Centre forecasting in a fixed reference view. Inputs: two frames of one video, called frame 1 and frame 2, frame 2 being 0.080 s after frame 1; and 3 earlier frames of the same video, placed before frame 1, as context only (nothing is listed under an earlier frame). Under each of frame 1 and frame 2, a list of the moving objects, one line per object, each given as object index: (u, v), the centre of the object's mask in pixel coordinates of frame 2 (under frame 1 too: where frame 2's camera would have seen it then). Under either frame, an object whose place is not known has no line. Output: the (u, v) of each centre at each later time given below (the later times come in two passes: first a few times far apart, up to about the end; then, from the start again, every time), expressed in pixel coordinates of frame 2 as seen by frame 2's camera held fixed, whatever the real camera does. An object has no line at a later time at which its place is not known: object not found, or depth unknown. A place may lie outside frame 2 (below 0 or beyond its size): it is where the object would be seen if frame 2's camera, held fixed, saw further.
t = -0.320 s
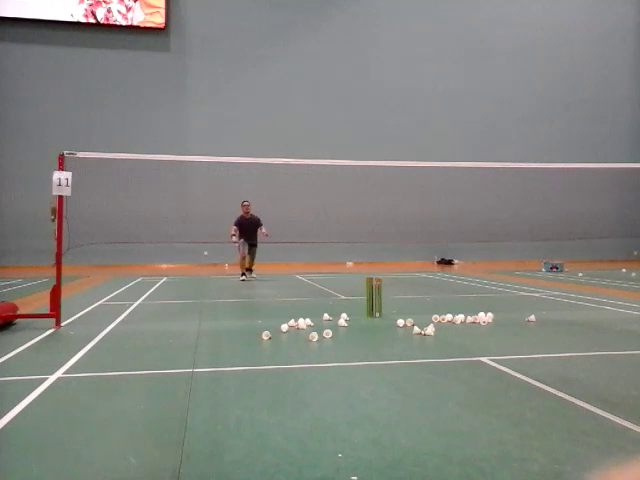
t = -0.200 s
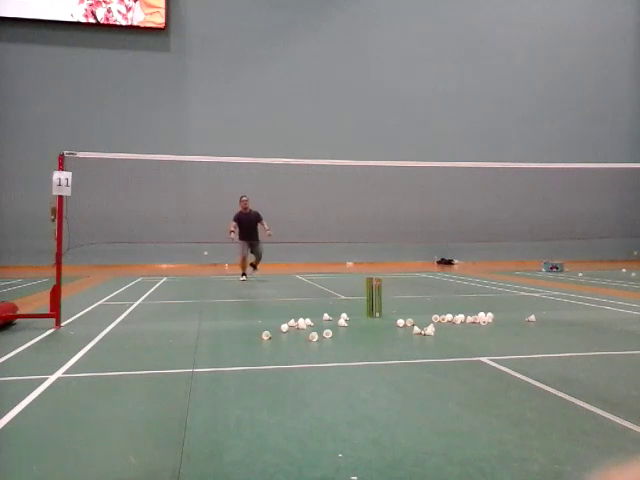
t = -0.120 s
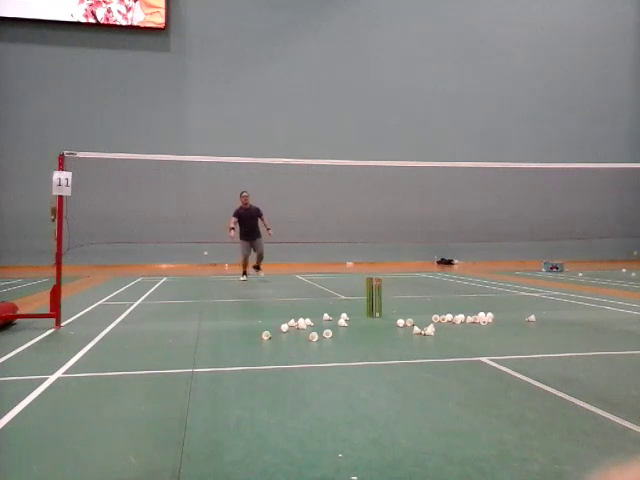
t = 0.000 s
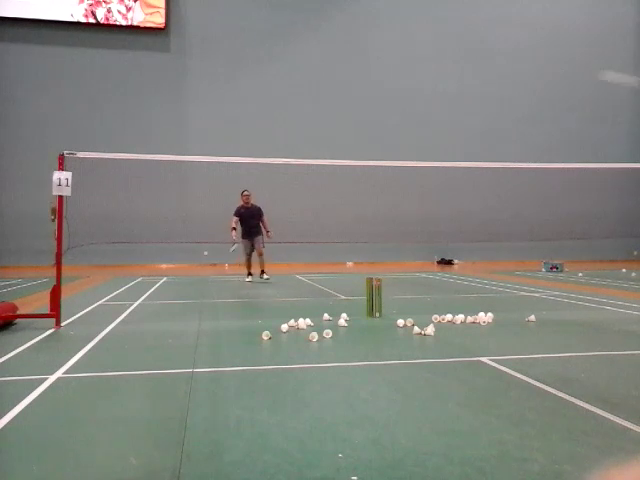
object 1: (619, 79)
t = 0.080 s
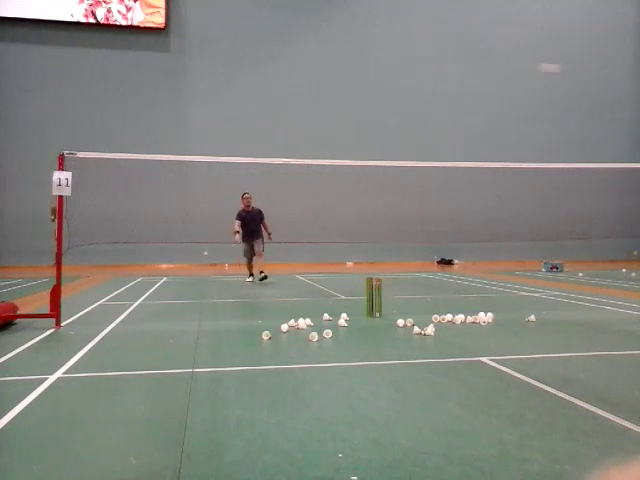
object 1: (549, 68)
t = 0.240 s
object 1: (484, 71)
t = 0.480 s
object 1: (441, 106)
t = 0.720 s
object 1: (421, 158)
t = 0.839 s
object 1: (414, 192)
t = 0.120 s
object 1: (527, 66)
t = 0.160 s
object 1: (510, 66)
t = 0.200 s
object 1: (496, 68)
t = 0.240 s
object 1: (484, 71)
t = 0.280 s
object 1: (474, 75)
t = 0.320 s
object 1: (466, 80)
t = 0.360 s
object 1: (458, 85)
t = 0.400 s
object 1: (452, 91)
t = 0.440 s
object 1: (446, 99)
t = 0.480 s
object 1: (441, 106)
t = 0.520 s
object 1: (437, 114)
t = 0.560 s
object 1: (433, 122)
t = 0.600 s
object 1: (429, 131)
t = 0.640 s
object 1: (426, 140)
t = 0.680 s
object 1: (424, 150)
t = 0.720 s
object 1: (421, 158)
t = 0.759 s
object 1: (419, 171)
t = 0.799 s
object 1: (416, 181)
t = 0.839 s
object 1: (414, 192)
